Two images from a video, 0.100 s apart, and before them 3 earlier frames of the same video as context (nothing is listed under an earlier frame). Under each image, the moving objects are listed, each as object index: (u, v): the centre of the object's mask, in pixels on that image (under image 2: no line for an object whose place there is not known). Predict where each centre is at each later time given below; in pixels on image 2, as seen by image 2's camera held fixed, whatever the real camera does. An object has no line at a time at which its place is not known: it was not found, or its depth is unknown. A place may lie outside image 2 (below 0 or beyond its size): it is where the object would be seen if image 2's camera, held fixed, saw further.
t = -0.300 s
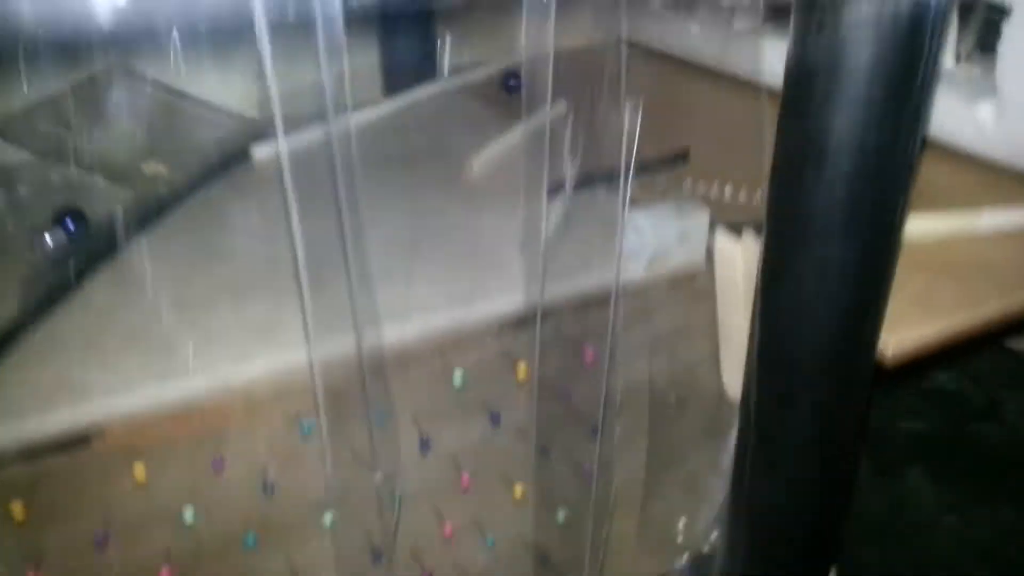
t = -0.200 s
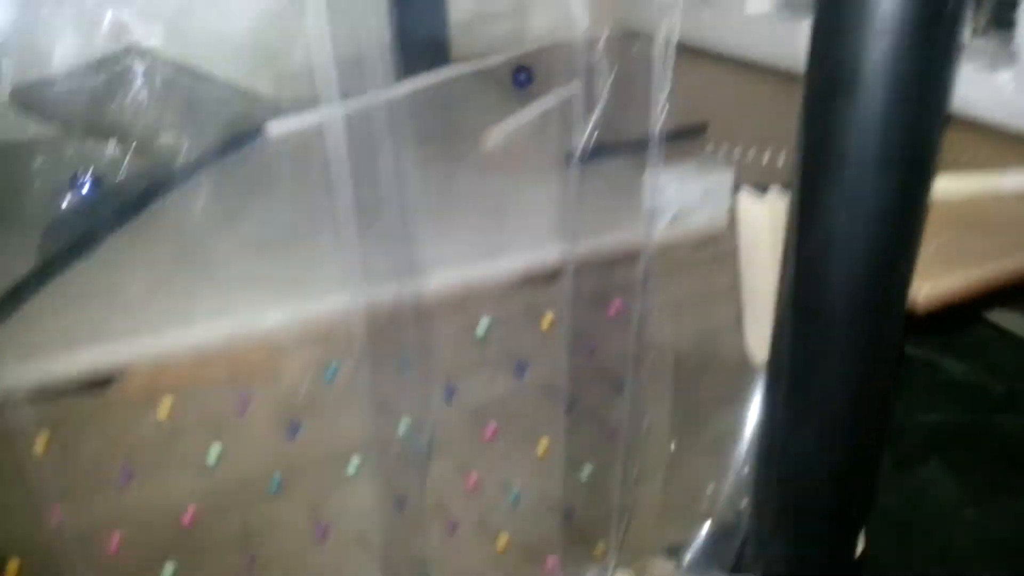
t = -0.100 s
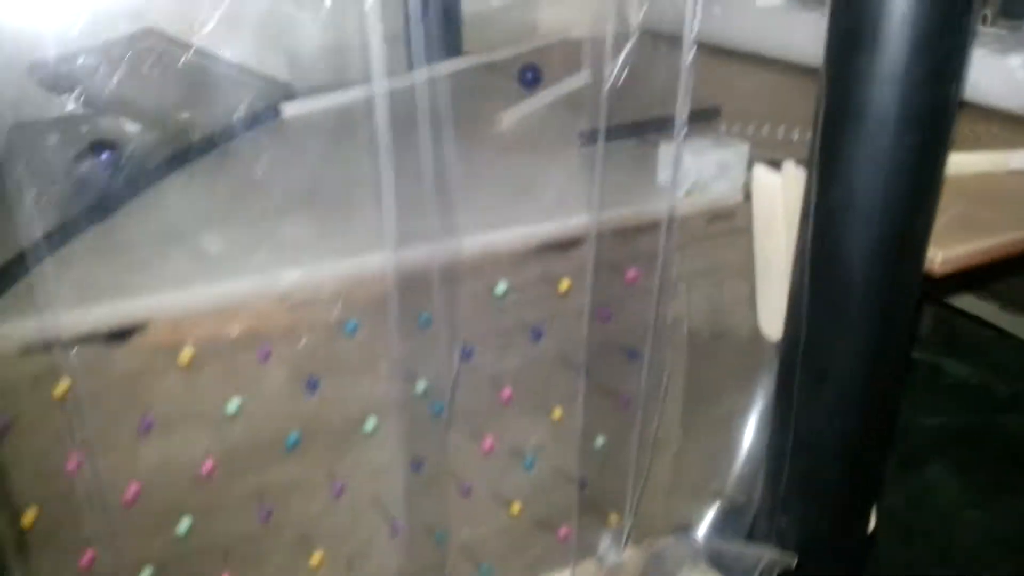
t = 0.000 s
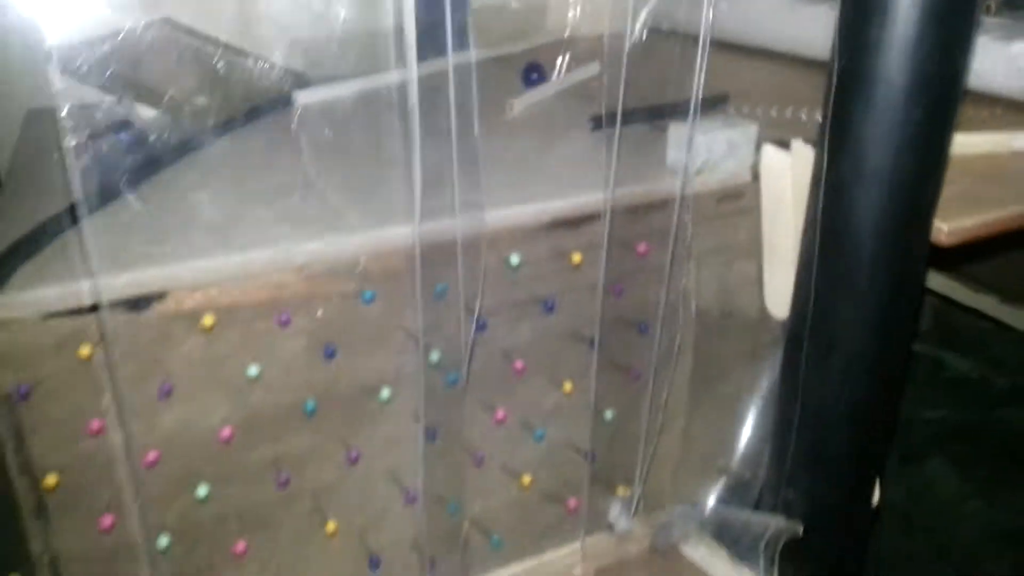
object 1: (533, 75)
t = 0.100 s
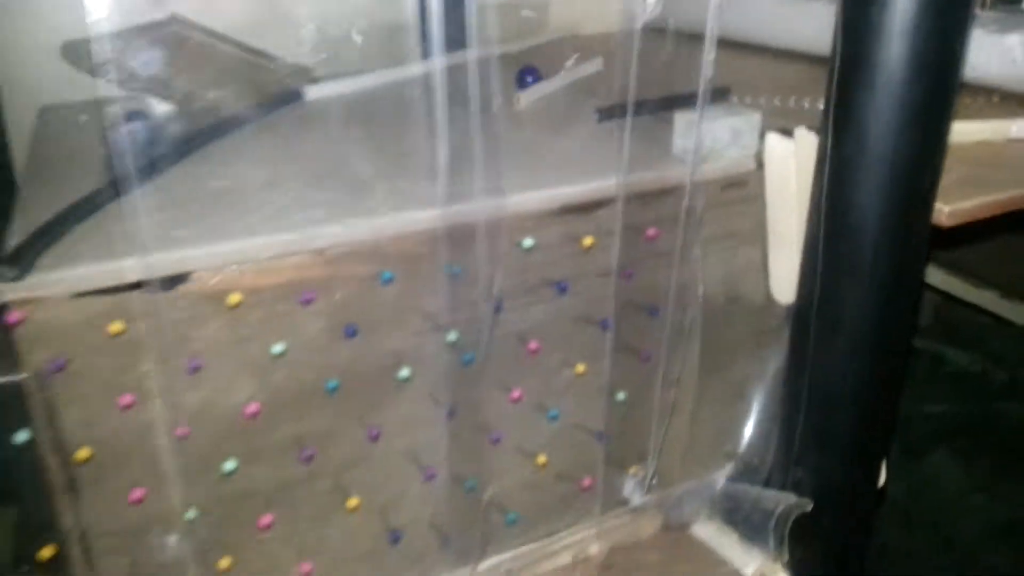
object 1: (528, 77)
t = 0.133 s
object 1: (519, 81)
